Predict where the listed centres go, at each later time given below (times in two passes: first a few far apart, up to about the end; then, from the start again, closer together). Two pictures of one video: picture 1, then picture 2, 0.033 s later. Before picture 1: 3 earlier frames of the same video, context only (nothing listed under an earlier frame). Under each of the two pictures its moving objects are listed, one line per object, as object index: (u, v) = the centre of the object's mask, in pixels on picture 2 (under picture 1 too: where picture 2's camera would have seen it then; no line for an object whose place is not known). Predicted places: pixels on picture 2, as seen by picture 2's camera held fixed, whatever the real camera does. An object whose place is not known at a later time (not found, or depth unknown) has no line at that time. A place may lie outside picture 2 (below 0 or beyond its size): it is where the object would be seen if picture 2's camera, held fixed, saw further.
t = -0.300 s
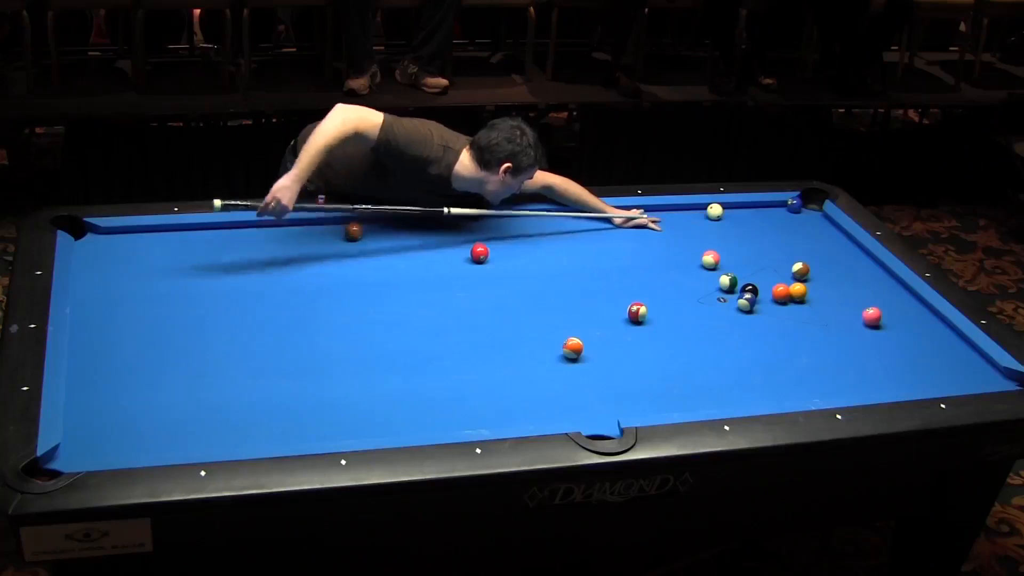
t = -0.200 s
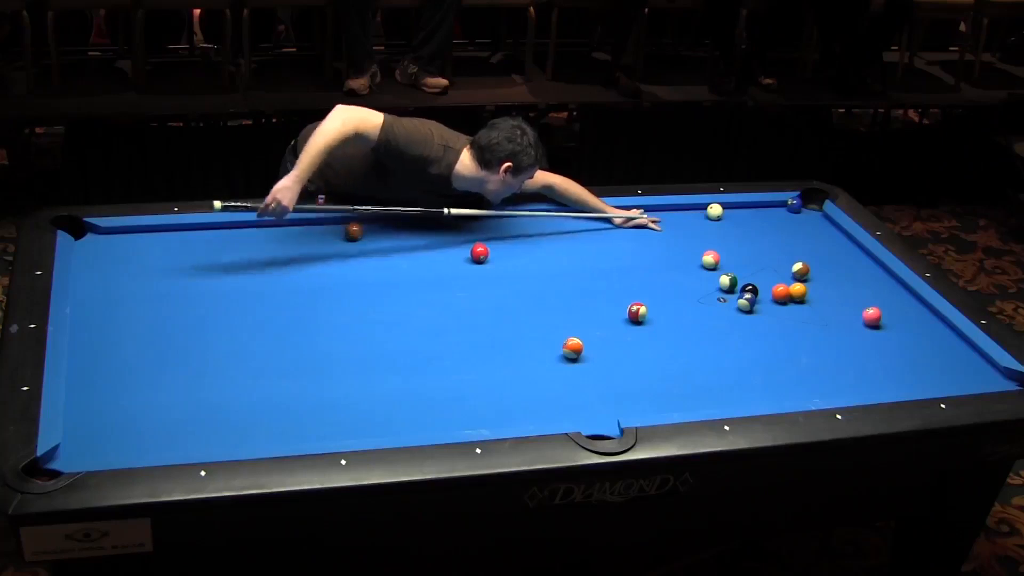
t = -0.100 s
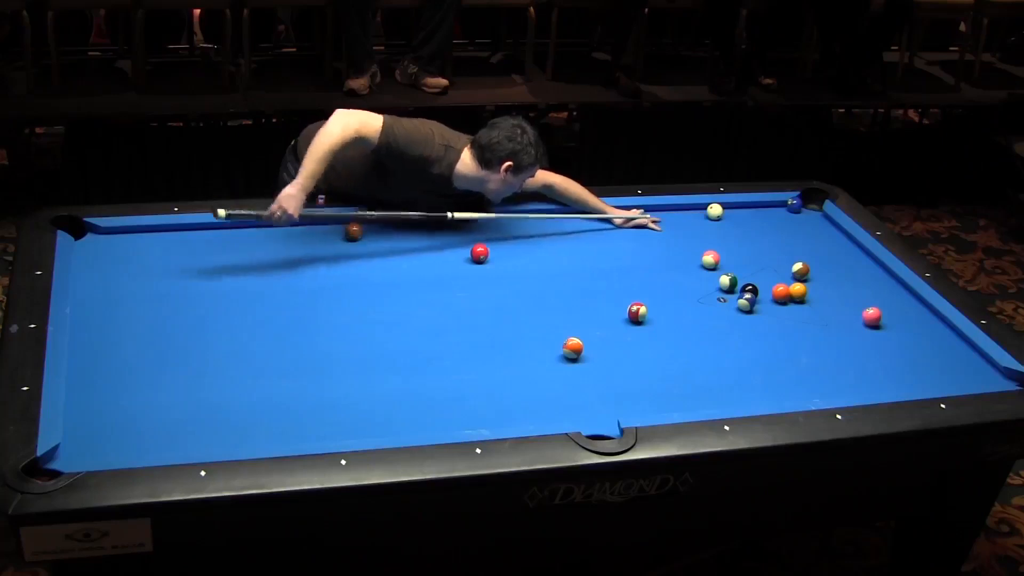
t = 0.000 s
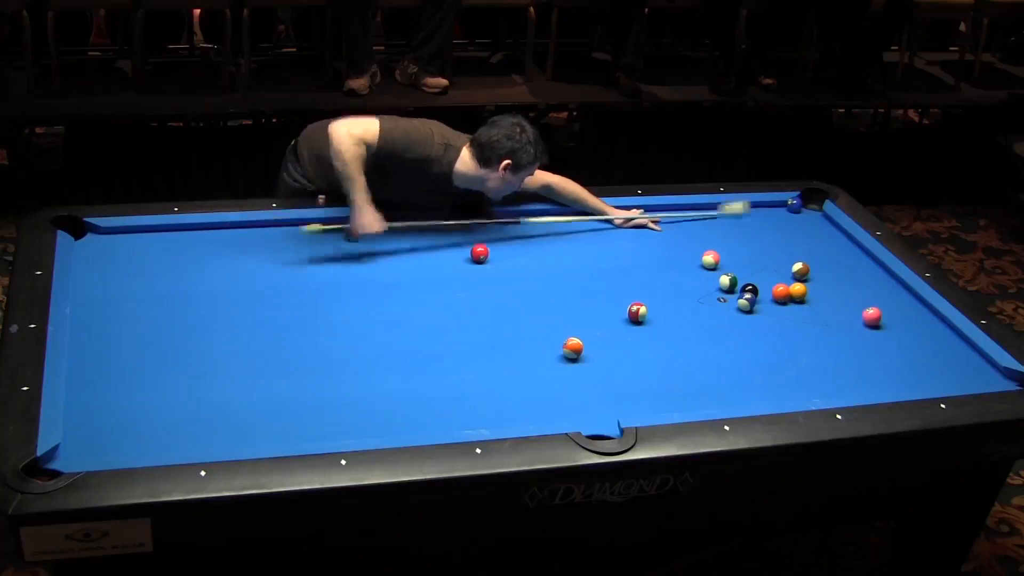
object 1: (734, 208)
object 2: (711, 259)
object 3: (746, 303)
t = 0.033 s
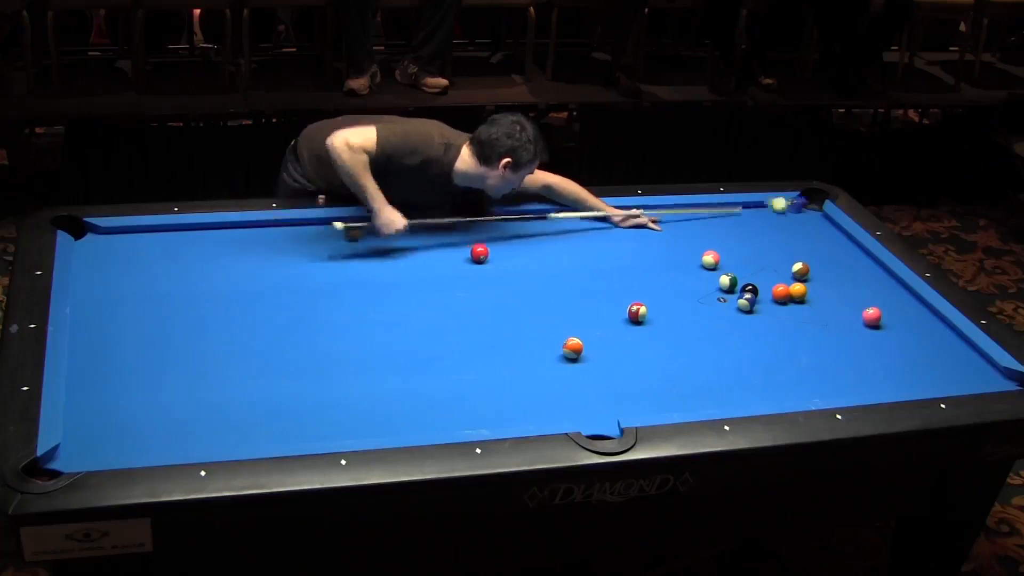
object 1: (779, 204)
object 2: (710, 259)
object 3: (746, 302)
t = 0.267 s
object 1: (782, 220)
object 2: (710, 259)
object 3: (746, 302)
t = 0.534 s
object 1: (761, 236)
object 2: (710, 259)
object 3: (746, 303)
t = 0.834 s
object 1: (736, 256)
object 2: (711, 259)
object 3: (746, 303)
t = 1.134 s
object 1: (723, 273)
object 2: (699, 258)
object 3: (746, 303)
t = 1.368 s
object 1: (716, 278)
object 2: (688, 258)
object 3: (749, 303)
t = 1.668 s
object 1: (707, 283)
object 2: (677, 257)
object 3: (758, 308)
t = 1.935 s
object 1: (701, 286)
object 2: (669, 256)
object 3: (764, 312)
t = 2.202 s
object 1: (695, 288)
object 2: (661, 255)
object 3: (770, 314)
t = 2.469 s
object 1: (691, 291)
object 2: (657, 255)
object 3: (774, 316)
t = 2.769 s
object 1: (687, 292)
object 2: (654, 254)
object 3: (777, 318)
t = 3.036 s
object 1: (685, 294)
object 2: (652, 254)
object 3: (778, 319)
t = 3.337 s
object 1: (684, 295)
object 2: (652, 254)
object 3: (778, 319)
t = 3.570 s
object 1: (683, 295)
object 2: (652, 254)
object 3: (778, 319)
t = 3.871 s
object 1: (683, 295)
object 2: (652, 254)
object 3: (778, 319)
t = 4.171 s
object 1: (683, 295)
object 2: (652, 254)
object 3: (778, 319)
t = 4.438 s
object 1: (683, 295)
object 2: (652, 254)
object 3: (778, 319)
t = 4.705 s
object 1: (683, 295)
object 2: (652, 254)
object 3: (778, 319)
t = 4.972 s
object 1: (683, 295)
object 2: (652, 254)
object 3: (778, 319)
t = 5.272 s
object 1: (683, 295)
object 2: (652, 254)
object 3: (778, 319)
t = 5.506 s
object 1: (683, 295)
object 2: (652, 254)
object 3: (778, 319)
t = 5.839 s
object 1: (683, 295)
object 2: (652, 254)
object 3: (778, 319)
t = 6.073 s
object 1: (683, 295)
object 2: (652, 254)
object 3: (778, 319)
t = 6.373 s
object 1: (683, 295)
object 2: (652, 254)
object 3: (779, 319)
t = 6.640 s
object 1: (683, 295)
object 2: (652, 254)
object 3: (779, 319)
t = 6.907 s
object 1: (683, 295)
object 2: (652, 254)
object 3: (779, 319)
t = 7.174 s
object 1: (683, 295)
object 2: (652, 254)
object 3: (778, 319)
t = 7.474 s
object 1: (683, 295)
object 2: (652, 254)
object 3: (779, 319)
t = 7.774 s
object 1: (683, 295)
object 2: (652, 254)
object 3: (779, 319)
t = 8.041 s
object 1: (683, 295)
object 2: (652, 255)
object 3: (779, 319)
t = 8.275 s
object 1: (683, 295)
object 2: (652, 255)
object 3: (779, 319)
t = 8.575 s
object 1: (683, 295)
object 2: (652, 254)
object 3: (779, 319)
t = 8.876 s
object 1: (683, 295)
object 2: (652, 254)
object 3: (778, 319)
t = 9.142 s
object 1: (683, 295)
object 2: (652, 254)
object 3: (778, 319)
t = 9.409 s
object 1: (683, 295)
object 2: (652, 254)
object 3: (778, 319)
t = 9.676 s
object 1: (683, 295)
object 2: (652, 254)
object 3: (778, 319)
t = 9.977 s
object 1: (683, 295)
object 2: (652, 254)
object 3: (778, 319)
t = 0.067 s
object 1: (783, 207)
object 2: (710, 259)
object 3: (746, 302)
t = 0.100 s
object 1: (785, 209)
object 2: (710, 259)
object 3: (746, 302)
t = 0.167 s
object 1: (786, 213)
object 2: (710, 259)
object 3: (746, 303)
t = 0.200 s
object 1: (786, 215)
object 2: (710, 259)
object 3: (746, 303)
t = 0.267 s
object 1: (782, 220)
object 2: (710, 259)
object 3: (746, 302)
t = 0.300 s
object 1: (779, 222)
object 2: (710, 259)
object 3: (746, 302)
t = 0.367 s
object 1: (774, 226)
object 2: (710, 259)
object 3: (746, 303)
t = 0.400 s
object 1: (772, 228)
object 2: (710, 259)
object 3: (746, 303)
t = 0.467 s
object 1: (766, 233)
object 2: (710, 259)
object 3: (746, 303)
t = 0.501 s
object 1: (764, 235)
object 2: (710, 259)
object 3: (746, 303)
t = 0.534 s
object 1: (761, 236)
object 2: (710, 259)
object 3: (746, 303)
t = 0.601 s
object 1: (755, 241)
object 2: (710, 259)
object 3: (746, 303)
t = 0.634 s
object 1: (752, 244)
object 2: (710, 259)
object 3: (746, 303)
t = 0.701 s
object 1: (747, 248)
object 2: (710, 259)
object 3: (746, 303)
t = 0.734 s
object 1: (744, 250)
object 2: (710, 259)
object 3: (746, 303)
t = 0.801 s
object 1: (739, 254)
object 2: (711, 259)
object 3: (746, 303)
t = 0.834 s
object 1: (736, 256)
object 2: (711, 259)
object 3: (746, 303)
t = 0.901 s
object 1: (730, 261)
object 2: (710, 259)
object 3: (746, 303)
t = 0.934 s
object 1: (728, 263)
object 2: (709, 259)
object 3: (746, 303)
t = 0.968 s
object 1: (727, 265)
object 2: (707, 259)
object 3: (746, 303)
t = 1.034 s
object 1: (726, 268)
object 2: (704, 259)
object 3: (746, 303)
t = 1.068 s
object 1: (725, 270)
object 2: (703, 258)
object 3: (746, 303)
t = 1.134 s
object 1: (723, 273)
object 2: (699, 258)
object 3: (746, 303)
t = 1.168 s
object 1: (722, 275)
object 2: (698, 258)
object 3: (746, 303)
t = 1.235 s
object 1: (720, 276)
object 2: (695, 258)
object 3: (746, 303)
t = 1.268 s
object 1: (719, 276)
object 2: (693, 258)
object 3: (746, 302)
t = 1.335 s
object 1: (717, 277)
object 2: (690, 258)
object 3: (748, 303)
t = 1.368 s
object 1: (716, 278)
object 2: (688, 258)
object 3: (749, 303)
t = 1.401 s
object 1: (715, 279)
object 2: (687, 257)
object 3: (750, 304)
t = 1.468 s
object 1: (713, 280)
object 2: (685, 257)
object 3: (751, 304)
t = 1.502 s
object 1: (712, 280)
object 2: (683, 257)
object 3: (752, 305)
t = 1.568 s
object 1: (710, 281)
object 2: (681, 257)
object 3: (755, 307)
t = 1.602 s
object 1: (709, 282)
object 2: (680, 257)
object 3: (756, 307)
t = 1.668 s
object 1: (707, 283)
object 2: (677, 257)
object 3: (758, 308)
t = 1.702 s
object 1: (707, 283)
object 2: (676, 257)
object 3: (758, 308)
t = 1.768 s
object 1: (705, 284)
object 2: (674, 257)
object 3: (760, 310)
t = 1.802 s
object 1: (704, 284)
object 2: (673, 256)
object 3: (761, 310)
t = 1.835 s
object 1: (703, 285)
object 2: (672, 256)
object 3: (762, 310)
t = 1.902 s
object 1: (701, 286)
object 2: (670, 256)
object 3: (763, 311)
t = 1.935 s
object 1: (701, 286)
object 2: (669, 256)
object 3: (764, 312)
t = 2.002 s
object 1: (699, 286)
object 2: (667, 256)
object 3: (766, 313)
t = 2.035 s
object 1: (699, 287)
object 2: (666, 256)
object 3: (766, 313)
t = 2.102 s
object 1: (697, 288)
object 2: (664, 256)
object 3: (768, 314)
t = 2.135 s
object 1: (696, 288)
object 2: (663, 255)
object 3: (768, 314)
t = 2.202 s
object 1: (695, 288)
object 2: (661, 255)
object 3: (770, 314)
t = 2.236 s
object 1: (695, 289)
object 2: (661, 255)
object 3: (770, 315)
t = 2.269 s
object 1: (694, 289)
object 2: (660, 255)
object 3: (771, 315)
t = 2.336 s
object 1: (693, 290)
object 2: (659, 255)
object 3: (772, 316)
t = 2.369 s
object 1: (692, 290)
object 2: (658, 255)
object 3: (773, 316)
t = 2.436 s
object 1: (691, 290)
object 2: (657, 255)
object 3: (773, 316)
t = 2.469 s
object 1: (691, 291)
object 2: (657, 255)
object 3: (774, 316)
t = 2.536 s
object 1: (690, 291)
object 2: (656, 255)
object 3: (774, 317)
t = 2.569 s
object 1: (689, 292)
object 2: (656, 255)
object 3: (775, 317)
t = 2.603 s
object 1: (689, 292)
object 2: (655, 254)
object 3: (775, 317)
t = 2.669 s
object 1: (688, 292)
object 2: (655, 254)
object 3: (776, 318)
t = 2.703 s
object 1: (688, 292)
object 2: (654, 254)
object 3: (776, 318)
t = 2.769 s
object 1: (687, 292)
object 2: (654, 254)
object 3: (777, 318)
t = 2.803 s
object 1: (687, 293)
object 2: (653, 254)
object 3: (777, 318)
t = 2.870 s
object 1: (686, 293)
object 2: (653, 254)
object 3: (778, 318)
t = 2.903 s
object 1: (686, 293)
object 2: (653, 254)
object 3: (778, 318)
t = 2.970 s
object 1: (685, 294)
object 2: (653, 254)
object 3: (778, 318)
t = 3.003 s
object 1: (685, 294)
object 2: (652, 254)
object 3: (778, 319)
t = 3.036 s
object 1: (685, 294)
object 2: (652, 254)
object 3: (778, 319)
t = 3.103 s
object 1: (685, 294)
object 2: (652, 254)
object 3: (778, 320)
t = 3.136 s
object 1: (685, 294)
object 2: (652, 254)
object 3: (778, 319)
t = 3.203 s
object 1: (684, 294)
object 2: (652, 254)
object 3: (778, 319)
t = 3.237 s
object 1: (684, 295)
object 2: (652, 254)
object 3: (778, 319)
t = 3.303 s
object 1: (684, 295)
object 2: (652, 254)
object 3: (778, 319)
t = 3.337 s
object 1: (684, 295)
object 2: (652, 254)
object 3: (778, 319)
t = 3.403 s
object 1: (683, 295)
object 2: (652, 254)
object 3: (779, 319)
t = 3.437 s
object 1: (683, 295)
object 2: (652, 254)
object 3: (779, 319)
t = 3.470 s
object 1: (683, 295)
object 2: (652, 254)
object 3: (779, 319)
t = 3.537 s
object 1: (683, 295)
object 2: (652, 254)
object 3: (778, 319)
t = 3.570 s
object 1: (683, 295)
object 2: (652, 254)
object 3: (778, 319)
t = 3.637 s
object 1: (683, 295)
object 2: (652, 254)
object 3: (778, 319)
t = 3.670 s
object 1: (683, 295)
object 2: (652, 254)
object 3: (778, 319)
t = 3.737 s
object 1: (683, 295)
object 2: (652, 254)
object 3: (778, 319)
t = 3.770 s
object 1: (683, 295)
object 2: (652, 254)
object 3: (778, 319)
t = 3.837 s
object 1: (683, 295)
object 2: (652, 254)
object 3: (778, 319)
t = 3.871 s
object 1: (683, 295)
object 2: (652, 254)
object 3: (778, 319)
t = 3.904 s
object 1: (683, 295)
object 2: (652, 254)
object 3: (778, 319)
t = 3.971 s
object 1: (683, 295)
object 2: (652, 254)
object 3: (778, 319)
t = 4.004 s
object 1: (683, 295)
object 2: (652, 254)
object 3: (778, 319)
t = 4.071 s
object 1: (683, 295)
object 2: (652, 254)
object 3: (778, 319)
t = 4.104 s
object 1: (683, 295)
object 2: (652, 254)
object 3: (778, 319)
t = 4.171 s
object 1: (683, 295)
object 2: (652, 254)
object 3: (778, 319)
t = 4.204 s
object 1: (683, 295)
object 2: (652, 254)
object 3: (778, 319)
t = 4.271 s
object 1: (683, 295)
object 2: (652, 254)
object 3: (778, 319)
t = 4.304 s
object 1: (683, 295)
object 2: (652, 254)
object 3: (778, 319)
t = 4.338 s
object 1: (683, 295)
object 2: (652, 254)
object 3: (778, 319)
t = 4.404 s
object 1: (683, 295)
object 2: (652, 254)
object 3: (778, 319)
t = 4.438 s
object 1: (683, 295)
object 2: (652, 254)
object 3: (778, 319)
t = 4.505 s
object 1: (683, 295)
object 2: (652, 254)
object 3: (778, 319)
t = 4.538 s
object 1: (683, 295)
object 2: (652, 254)
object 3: (778, 319)
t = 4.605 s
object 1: (683, 295)
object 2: (652, 254)
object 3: (778, 319)
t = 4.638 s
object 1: (683, 295)
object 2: (652, 254)
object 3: (778, 319)
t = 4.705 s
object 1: (683, 295)
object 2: (652, 254)
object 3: (778, 319)
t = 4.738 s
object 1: (683, 295)
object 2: (652, 254)
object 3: (778, 319)
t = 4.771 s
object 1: (683, 295)
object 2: (652, 254)
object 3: (778, 319)
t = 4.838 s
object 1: (683, 295)
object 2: (652, 254)
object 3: (778, 319)
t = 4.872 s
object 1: (683, 295)
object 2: (652, 254)
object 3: (778, 319)
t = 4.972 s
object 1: (683, 295)
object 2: (652, 254)
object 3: (778, 319)
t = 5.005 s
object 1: (683, 295)
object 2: (652, 254)
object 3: (778, 319)
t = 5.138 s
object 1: (683, 295)
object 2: (652, 254)
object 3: (778, 319)
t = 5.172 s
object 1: (683, 295)
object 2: (652, 254)
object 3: (778, 319)
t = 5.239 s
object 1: (683, 295)
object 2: (652, 254)
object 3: (778, 319)
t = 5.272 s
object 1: (683, 295)
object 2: (652, 254)
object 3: (778, 319)
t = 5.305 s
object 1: (683, 295)
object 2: (652, 254)
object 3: (778, 319)
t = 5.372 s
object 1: (683, 295)
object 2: (652, 254)
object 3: (778, 319)
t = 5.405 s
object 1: (683, 295)
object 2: (652, 254)
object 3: (778, 319)
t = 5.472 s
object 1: (683, 295)
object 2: (652, 254)
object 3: (778, 319)
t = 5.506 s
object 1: (683, 295)
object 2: (652, 254)
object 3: (778, 319)
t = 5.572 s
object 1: (683, 295)
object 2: (652, 255)
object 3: (778, 319)
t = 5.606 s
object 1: (683, 295)
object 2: (652, 255)
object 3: (778, 319)
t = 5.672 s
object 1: (683, 295)
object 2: (652, 254)
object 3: (778, 319)
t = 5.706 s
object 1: (683, 295)
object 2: (652, 254)
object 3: (778, 319)
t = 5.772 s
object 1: (683, 295)
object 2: (652, 254)
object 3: (779, 319)
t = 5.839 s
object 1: (683, 295)
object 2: (652, 254)
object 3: (778, 319)
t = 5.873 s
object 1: (683, 295)
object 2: (652, 254)
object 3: (778, 319)
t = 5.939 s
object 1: (683, 295)
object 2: (652, 254)
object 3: (778, 319)
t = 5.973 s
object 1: (683, 295)
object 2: (652, 254)
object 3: (778, 319)
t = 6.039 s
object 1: (683, 295)
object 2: (652, 254)
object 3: (778, 319)
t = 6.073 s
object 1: (683, 295)
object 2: (652, 254)
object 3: (778, 319)
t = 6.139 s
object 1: (683, 295)
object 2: (652, 254)
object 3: (778, 319)
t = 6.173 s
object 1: (683, 295)
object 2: (652, 254)
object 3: (779, 319)
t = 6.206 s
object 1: (683, 295)
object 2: (652, 254)
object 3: (779, 319)
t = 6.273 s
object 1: (683, 295)
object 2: (652, 254)
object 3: (778, 319)
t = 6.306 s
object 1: (683, 295)
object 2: (652, 254)
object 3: (779, 319)
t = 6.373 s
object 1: (683, 295)
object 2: (652, 254)
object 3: (779, 319)
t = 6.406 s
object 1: (683, 295)
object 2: (652, 254)
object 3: (778, 319)
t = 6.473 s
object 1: (683, 295)
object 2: (652, 254)
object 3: (778, 319)
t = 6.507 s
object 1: (683, 295)
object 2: (652, 254)
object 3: (779, 319)
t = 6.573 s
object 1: (683, 295)
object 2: (652, 254)
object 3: (779, 319)
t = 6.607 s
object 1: (683, 295)
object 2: (652, 254)
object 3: (779, 319)
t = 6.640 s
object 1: (683, 295)
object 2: (652, 254)
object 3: (779, 319)
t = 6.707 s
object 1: (683, 295)
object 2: (652, 254)
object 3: (779, 319)
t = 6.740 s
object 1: (683, 295)
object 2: (652, 254)
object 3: (779, 319)
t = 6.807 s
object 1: (683, 295)
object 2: (652, 254)
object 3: (779, 319)
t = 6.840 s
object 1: (683, 295)
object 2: (652, 254)
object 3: (779, 319)
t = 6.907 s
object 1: (683, 295)
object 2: (652, 254)
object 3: (779, 319)
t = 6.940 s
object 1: (683, 295)
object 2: (652, 254)
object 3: (778, 319)
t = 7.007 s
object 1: (683, 295)
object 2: (652, 254)
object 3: (779, 319)
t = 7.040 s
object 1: (683, 295)
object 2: (652, 254)
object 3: (779, 319)
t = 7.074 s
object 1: (683, 295)
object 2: (652, 254)
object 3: (779, 319)
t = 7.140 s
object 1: (683, 295)
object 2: (652, 254)
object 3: (779, 319)
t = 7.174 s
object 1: (683, 295)
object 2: (652, 254)
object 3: (778, 319)
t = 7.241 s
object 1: (683, 295)
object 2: (652, 254)
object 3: (779, 319)
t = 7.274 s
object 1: (683, 295)
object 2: (652, 254)
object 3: (778, 319)
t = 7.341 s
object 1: (683, 295)
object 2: (652, 254)
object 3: (778, 319)
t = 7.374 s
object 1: (683, 295)
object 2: (652, 254)
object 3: (779, 319)
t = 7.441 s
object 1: (683, 295)
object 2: (652, 254)
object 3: (779, 319)
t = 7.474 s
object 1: (683, 295)
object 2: (652, 254)
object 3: (779, 319)
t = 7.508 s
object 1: (683, 295)
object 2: (652, 254)
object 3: (778, 319)
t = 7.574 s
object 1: (683, 295)
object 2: (652, 254)
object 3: (778, 319)
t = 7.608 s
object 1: (683, 295)
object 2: (652, 254)
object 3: (778, 319)
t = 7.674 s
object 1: (683, 295)
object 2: (652, 254)
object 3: (779, 319)
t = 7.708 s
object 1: (683, 295)
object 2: (652, 254)
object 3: (779, 319)
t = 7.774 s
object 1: (683, 295)
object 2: (652, 254)
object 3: (779, 319)
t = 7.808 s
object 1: (683, 295)
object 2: (652, 254)
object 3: (779, 319)
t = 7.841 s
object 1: (683, 295)
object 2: (652, 254)
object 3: (779, 319)
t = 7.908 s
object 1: (683, 295)
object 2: (652, 254)
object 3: (779, 319)
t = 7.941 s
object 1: (683, 295)
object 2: (652, 255)
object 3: (779, 319)
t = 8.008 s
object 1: (683, 295)
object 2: (652, 255)
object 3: (779, 319)
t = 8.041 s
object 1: (683, 295)
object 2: (652, 255)
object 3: (779, 319)
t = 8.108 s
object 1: (683, 295)
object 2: (652, 255)
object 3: (779, 319)
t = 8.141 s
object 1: (683, 295)
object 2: (652, 255)
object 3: (779, 319)
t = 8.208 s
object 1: (683, 295)
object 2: (652, 255)
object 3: (779, 319)
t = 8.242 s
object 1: (683, 295)
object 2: (652, 255)
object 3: (779, 319)
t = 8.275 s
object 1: (683, 295)
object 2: (652, 255)
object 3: (779, 319)
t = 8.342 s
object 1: (683, 295)
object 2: (652, 254)
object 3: (779, 319)
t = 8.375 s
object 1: (683, 295)
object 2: (652, 254)
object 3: (779, 319)
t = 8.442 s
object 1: (683, 295)
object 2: (652, 254)
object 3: (779, 319)
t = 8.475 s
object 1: (683, 295)
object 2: (652, 254)
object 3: (779, 319)
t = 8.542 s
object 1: (683, 295)
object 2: (652, 254)
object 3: (779, 319)
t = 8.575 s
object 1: (683, 295)
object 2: (652, 254)
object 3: (779, 319)
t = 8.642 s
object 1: (683, 295)
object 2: (652, 254)
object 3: (779, 319)
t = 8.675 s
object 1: (683, 295)
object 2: (652, 254)
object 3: (779, 319)
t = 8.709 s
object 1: (683, 295)
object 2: (652, 254)
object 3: (779, 319)
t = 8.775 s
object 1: (683, 295)
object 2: (652, 254)
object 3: (779, 319)
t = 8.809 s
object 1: (683, 295)
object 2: (652, 254)
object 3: (779, 319)
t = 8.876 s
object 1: (683, 295)
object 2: (652, 254)
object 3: (778, 319)
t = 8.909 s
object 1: (683, 295)
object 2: (652, 254)
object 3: (778, 319)
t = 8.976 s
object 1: (683, 295)
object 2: (652, 254)
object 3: (778, 319)
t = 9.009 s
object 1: (683, 295)
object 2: (652, 254)
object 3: (778, 319)
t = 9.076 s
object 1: (683, 295)
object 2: (652, 254)
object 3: (778, 319)
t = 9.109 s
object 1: (683, 295)
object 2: (652, 254)
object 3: (778, 319)
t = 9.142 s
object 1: (683, 295)
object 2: (652, 254)
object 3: (778, 319)
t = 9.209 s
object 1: (683, 295)
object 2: (652, 254)
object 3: (778, 319)
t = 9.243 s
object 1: (683, 295)
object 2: (652, 254)
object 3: (778, 319)
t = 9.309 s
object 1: (683, 295)
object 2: (652, 254)
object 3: (778, 319)
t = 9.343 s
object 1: (683, 295)
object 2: (652, 254)
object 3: (778, 319)
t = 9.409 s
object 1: (683, 295)
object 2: (652, 254)
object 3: (778, 319)
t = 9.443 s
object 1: (683, 295)
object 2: (652, 254)
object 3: (778, 319)
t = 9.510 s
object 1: (683, 295)
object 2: (652, 254)
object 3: (778, 319)
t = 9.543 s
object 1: (683, 295)
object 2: (652, 254)
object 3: (778, 319)
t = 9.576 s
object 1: (683, 295)
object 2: (652, 254)
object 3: (778, 319)
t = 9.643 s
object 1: (683, 295)
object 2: (652, 254)
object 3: (778, 319)
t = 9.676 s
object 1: (683, 295)
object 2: (652, 254)
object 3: (778, 319)
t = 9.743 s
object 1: (683, 295)
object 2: (652, 254)
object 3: (778, 319)
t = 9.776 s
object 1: (683, 295)
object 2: (652, 254)
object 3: (778, 319)
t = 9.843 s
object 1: (683, 295)
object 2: (652, 254)
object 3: (778, 319)
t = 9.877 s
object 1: (683, 295)
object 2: (652, 254)
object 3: (778, 319)
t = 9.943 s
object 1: (683, 295)
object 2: (652, 254)
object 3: (778, 319)
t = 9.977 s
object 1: (683, 295)
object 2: (652, 254)
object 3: (778, 319)
